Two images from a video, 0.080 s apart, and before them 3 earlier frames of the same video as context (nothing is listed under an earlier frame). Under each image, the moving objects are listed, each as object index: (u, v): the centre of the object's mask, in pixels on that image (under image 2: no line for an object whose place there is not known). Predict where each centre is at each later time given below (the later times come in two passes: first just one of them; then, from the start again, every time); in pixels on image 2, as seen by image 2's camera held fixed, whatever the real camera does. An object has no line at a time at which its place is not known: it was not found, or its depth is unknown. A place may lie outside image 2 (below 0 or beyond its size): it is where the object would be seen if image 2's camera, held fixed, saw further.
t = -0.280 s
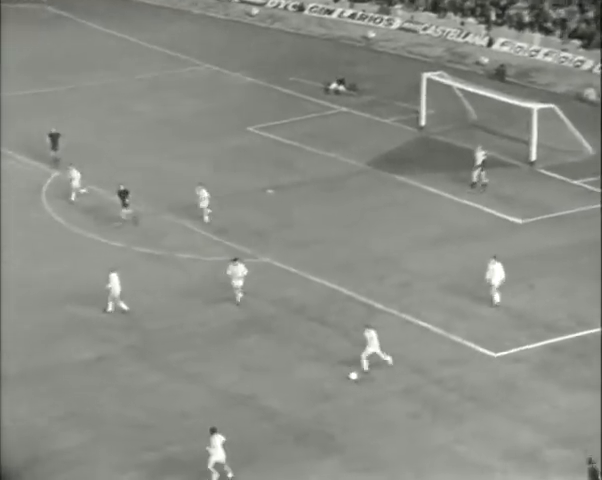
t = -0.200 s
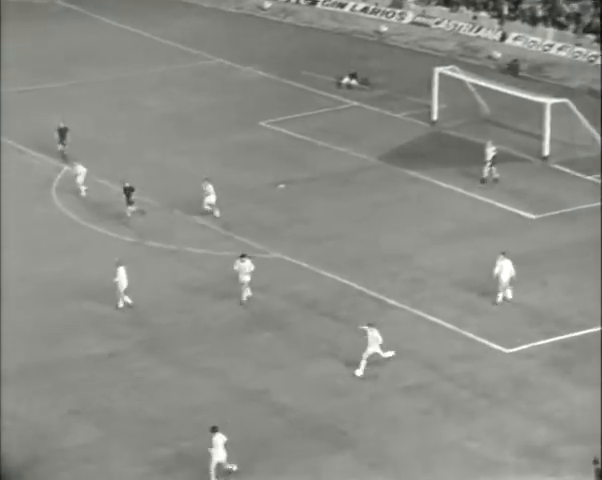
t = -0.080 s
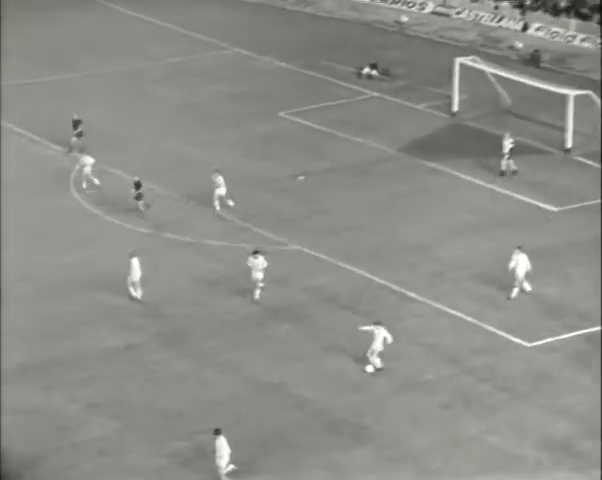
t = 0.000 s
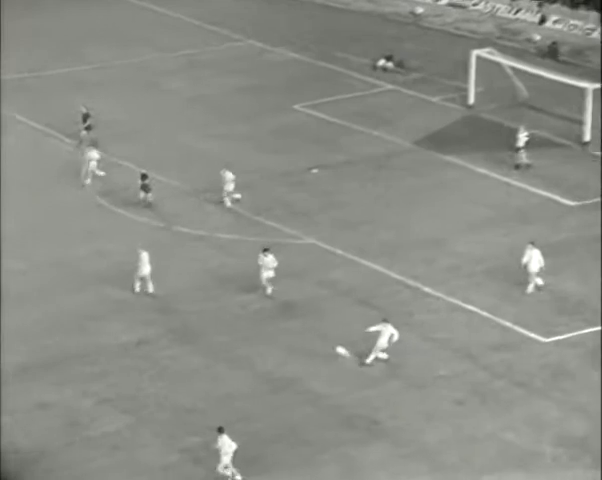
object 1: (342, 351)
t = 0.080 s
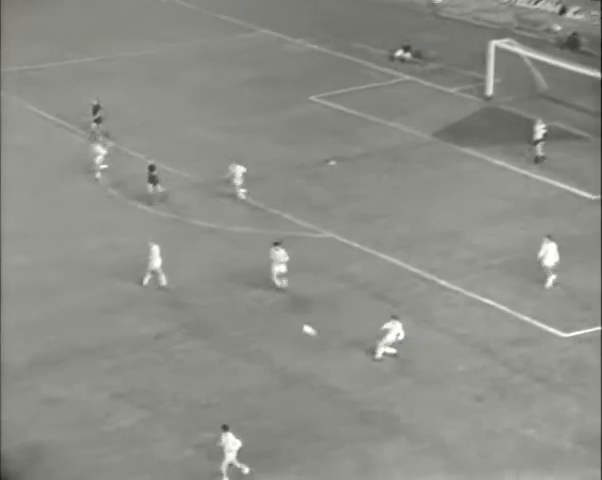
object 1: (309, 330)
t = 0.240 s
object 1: (214, 304)
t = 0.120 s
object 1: (286, 323)
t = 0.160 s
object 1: (260, 316)
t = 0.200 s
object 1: (238, 310)
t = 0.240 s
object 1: (214, 304)
